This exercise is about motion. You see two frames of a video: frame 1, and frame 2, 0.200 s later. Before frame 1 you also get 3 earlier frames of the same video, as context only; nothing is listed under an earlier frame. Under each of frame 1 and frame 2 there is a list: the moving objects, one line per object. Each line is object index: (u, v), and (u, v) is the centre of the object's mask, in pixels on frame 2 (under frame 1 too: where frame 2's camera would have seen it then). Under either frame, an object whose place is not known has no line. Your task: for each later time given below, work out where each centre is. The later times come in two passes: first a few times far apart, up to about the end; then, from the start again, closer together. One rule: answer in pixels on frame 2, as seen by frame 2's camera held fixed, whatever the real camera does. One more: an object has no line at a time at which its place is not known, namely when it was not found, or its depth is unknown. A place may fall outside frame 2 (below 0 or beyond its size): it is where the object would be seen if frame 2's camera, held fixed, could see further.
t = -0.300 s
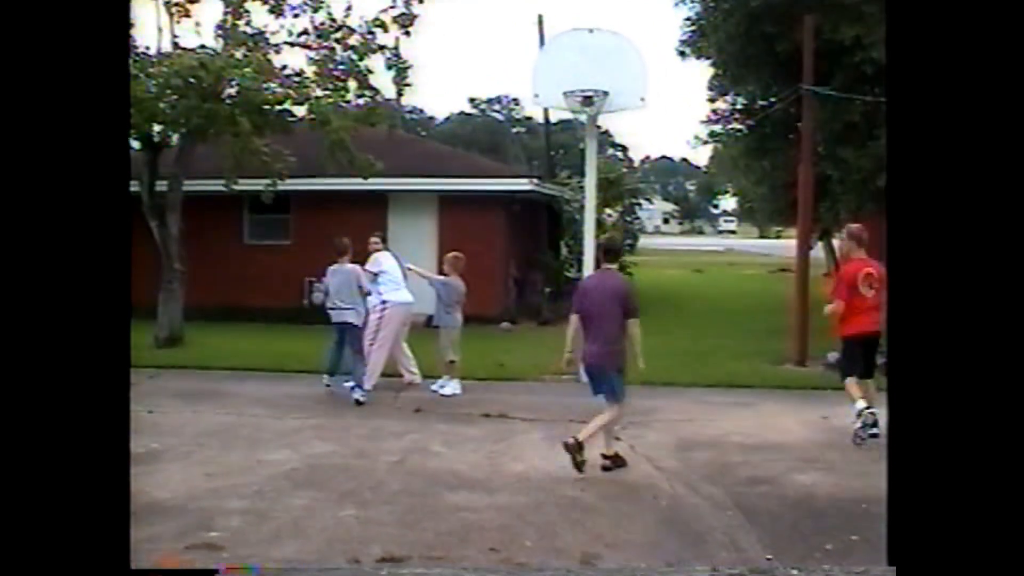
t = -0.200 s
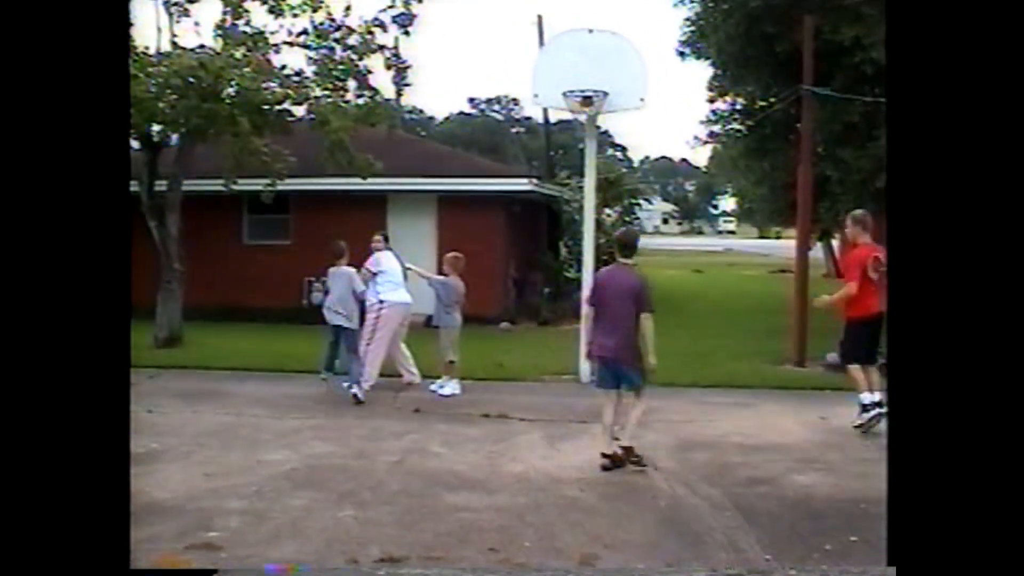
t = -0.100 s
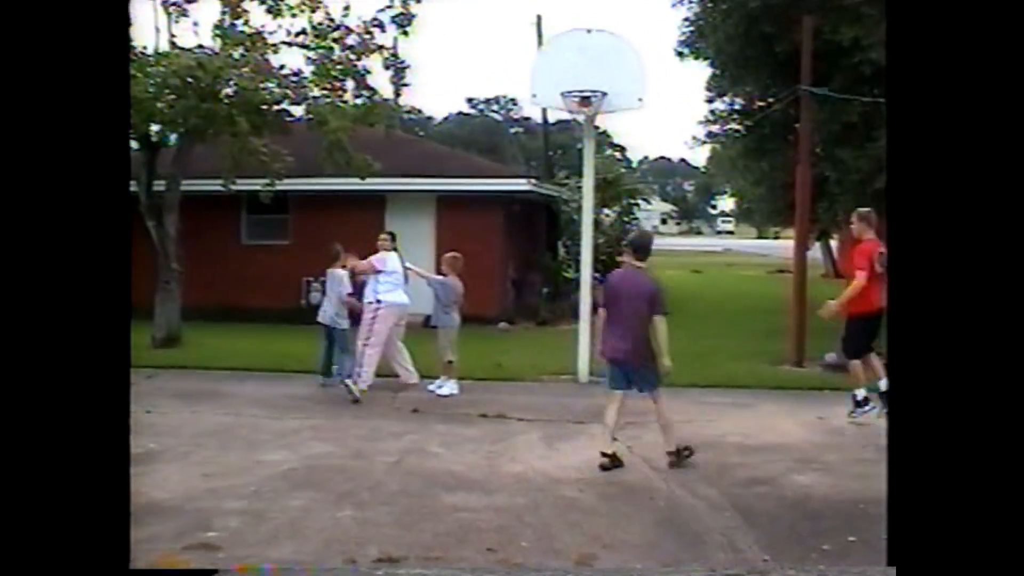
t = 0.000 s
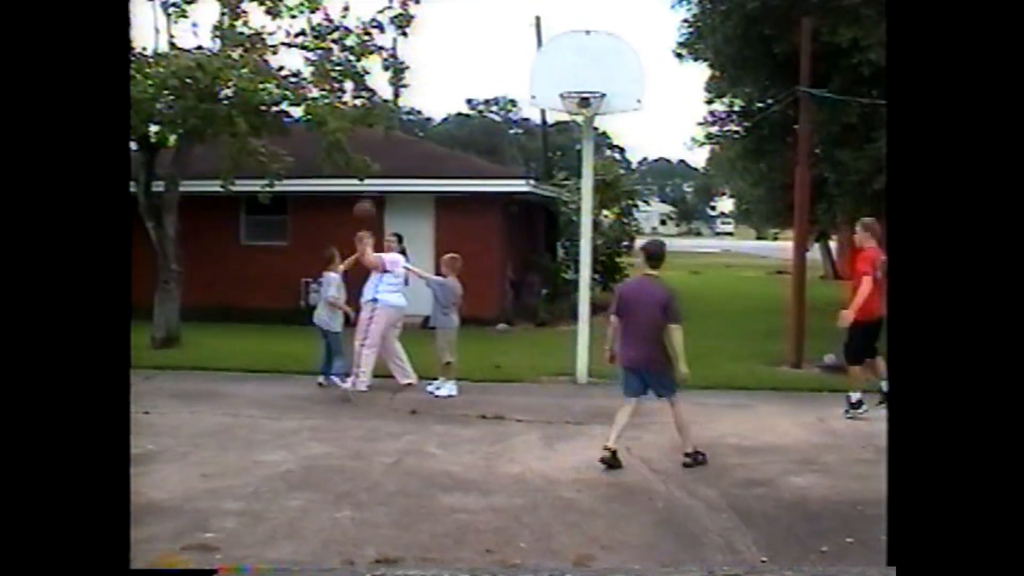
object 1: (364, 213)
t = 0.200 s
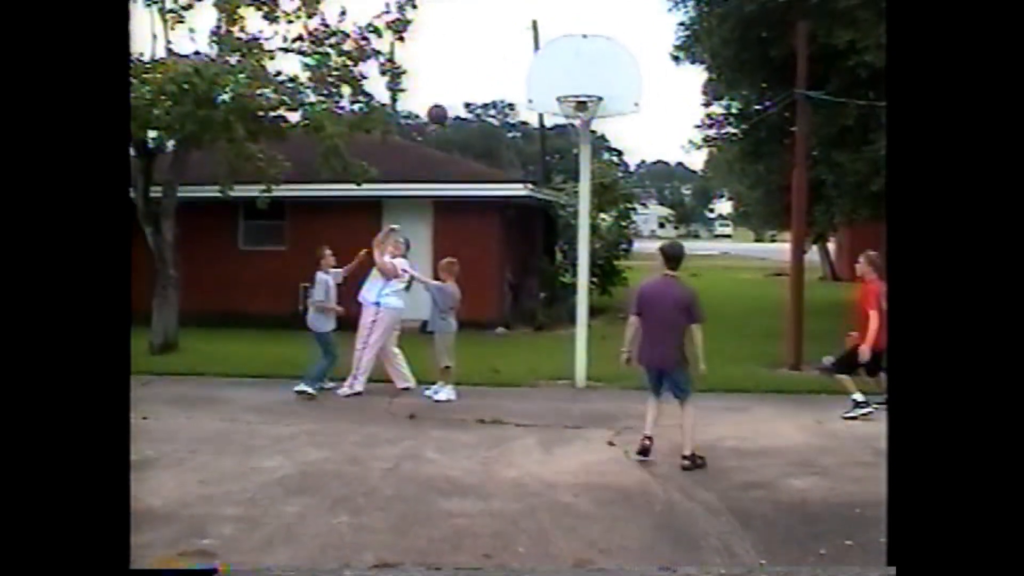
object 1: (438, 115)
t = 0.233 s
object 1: (450, 101)
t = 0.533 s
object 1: (575, 17)
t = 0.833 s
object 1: (710, 18)
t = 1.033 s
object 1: (813, 79)
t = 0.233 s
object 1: (450, 101)
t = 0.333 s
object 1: (490, 64)
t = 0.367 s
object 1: (504, 54)
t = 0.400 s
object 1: (518, 44)
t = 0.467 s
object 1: (545, 29)
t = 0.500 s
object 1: (560, 22)
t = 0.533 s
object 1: (575, 17)
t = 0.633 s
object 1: (621, 7)
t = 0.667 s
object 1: (635, 7)
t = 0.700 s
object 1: (651, 7)
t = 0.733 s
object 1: (664, 9)
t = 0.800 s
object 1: (695, 15)
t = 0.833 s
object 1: (710, 18)
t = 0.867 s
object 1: (726, 24)
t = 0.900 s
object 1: (745, 32)
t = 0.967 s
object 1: (777, 52)
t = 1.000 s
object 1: (795, 64)
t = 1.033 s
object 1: (813, 79)
